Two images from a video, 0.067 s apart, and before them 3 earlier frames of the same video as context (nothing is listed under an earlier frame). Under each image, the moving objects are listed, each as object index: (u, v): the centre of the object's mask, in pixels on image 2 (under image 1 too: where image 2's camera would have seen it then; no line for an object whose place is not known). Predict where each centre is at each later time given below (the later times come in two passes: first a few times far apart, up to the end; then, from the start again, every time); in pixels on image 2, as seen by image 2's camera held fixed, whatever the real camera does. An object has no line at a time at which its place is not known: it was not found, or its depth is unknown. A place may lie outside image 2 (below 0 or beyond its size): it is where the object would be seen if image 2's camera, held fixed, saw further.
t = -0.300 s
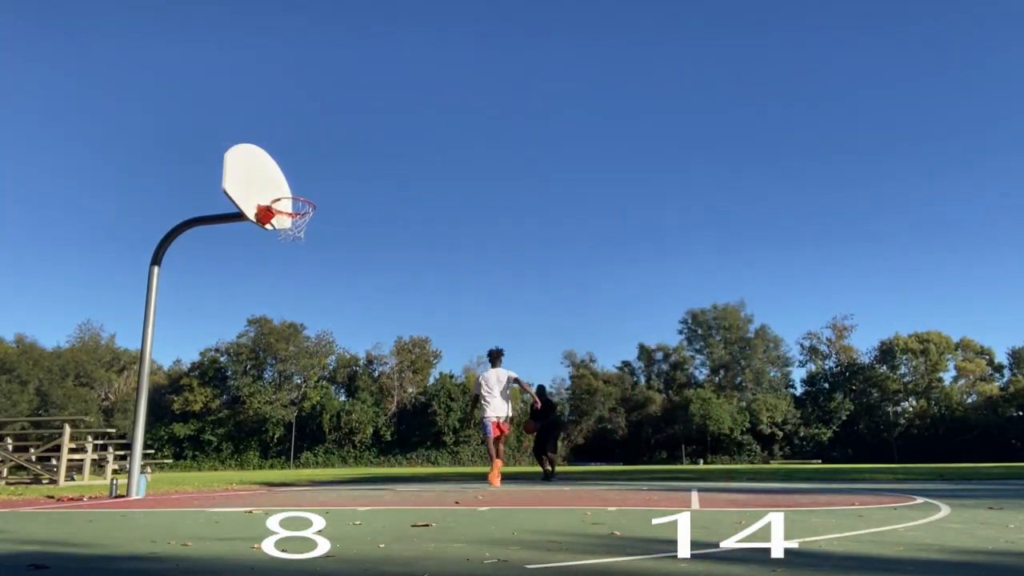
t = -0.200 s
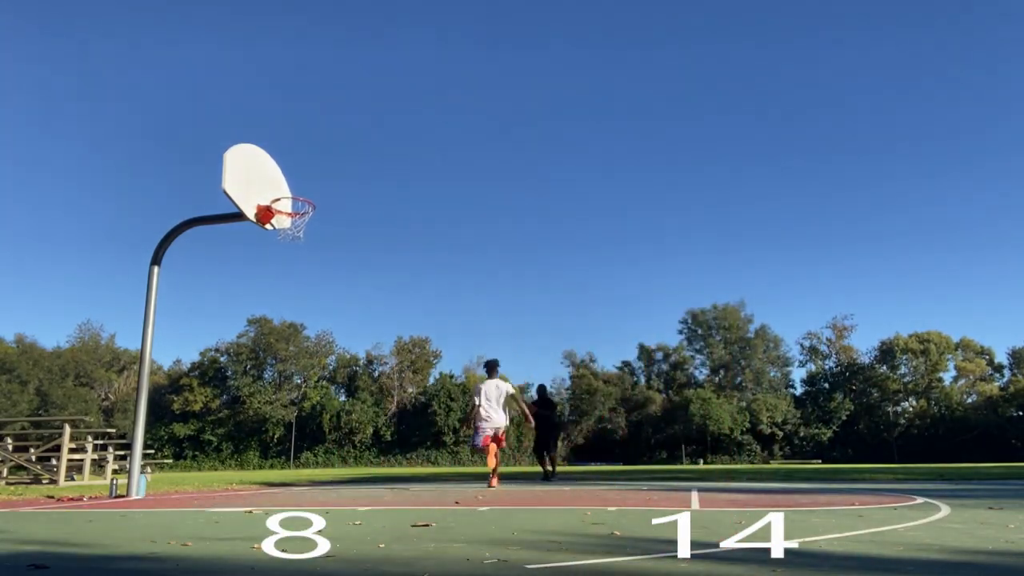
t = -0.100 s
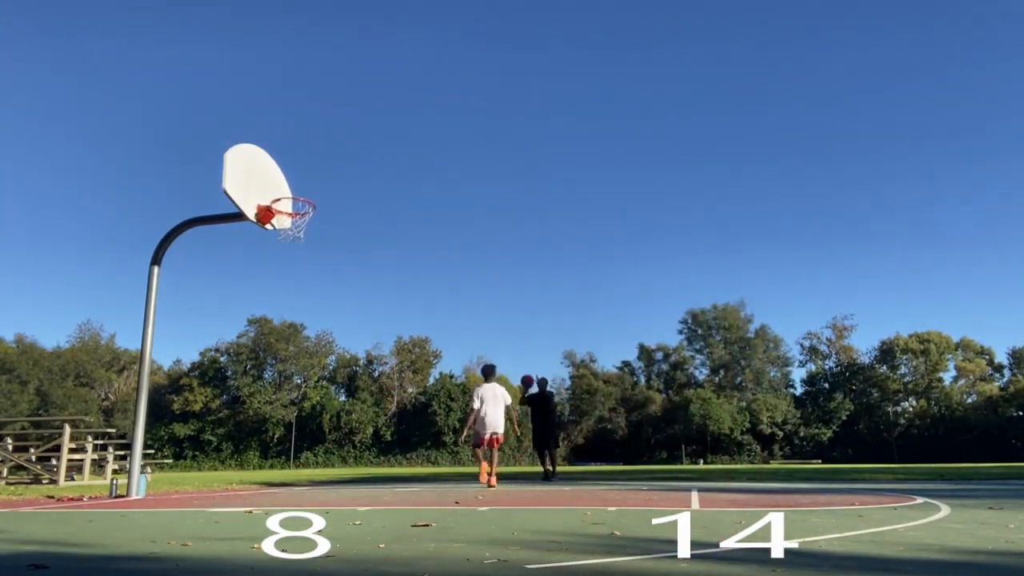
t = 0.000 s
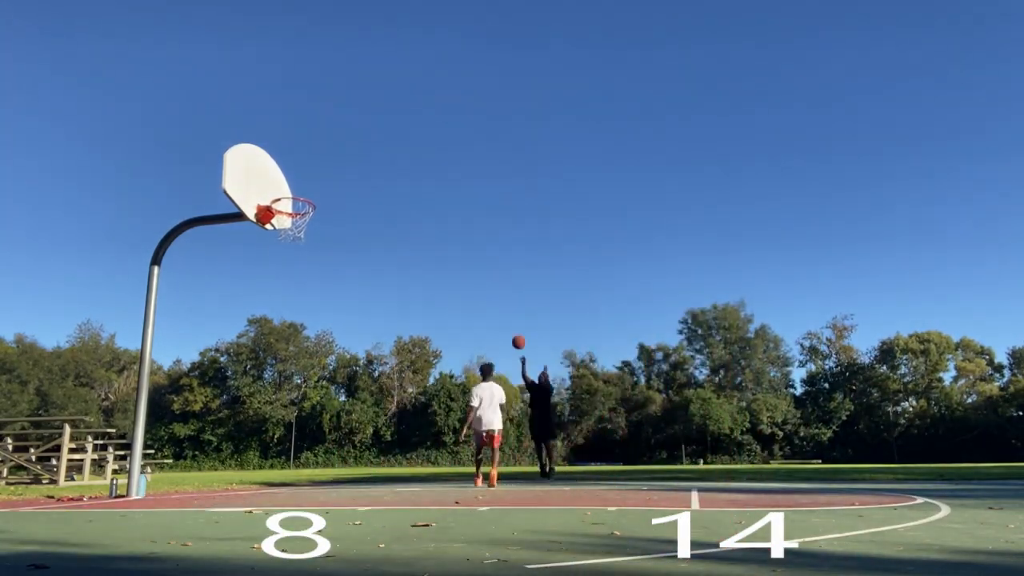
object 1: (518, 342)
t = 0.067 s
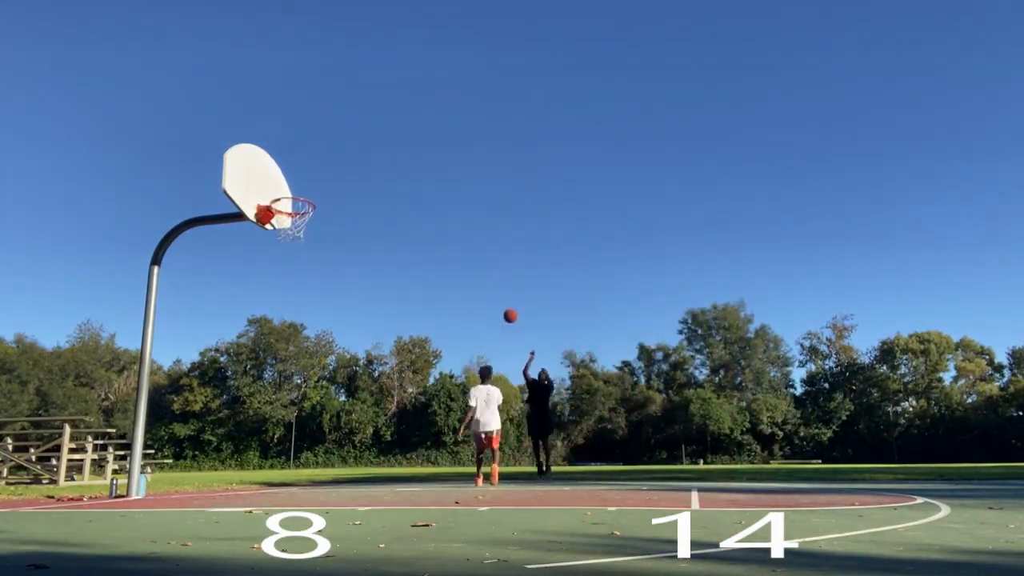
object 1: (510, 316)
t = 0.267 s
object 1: (484, 247)
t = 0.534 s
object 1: (444, 185)
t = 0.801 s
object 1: (398, 160)
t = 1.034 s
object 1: (349, 175)
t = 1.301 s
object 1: (328, 177)
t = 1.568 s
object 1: (354, 161)
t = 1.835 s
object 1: (377, 199)
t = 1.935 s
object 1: (385, 228)
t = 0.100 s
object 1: (506, 303)
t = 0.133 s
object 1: (502, 291)
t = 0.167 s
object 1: (497, 279)
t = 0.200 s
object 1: (493, 268)
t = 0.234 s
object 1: (488, 257)
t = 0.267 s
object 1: (484, 247)
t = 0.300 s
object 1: (479, 238)
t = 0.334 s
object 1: (474, 229)
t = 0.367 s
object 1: (470, 220)
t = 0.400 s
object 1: (465, 212)
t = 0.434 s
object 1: (460, 204)
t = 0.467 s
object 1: (455, 197)
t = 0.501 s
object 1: (450, 191)
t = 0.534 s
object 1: (444, 185)
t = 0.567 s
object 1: (439, 180)
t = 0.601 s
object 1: (434, 175)
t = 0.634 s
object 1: (428, 171)
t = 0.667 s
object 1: (423, 167)
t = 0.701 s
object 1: (417, 164)
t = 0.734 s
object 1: (411, 162)
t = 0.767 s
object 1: (405, 161)
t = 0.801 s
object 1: (398, 160)
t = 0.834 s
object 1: (392, 159)
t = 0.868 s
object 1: (385, 160)
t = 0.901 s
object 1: (379, 161)
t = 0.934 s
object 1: (372, 163)
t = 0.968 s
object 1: (364, 166)
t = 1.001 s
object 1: (357, 170)
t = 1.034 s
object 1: (349, 175)
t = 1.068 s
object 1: (341, 180)
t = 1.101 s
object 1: (333, 187)
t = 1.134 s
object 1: (324, 194)
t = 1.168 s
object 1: (317, 202)
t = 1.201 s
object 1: (318, 197)
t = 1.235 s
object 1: (321, 190)
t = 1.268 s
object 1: (325, 183)
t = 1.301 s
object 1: (328, 177)
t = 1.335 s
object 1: (332, 171)
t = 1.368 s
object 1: (335, 167)
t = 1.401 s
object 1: (338, 164)
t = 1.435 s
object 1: (341, 162)
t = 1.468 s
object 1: (344, 160)
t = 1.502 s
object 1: (348, 159)
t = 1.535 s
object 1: (351, 160)
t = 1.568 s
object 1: (354, 161)
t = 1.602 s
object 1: (357, 163)
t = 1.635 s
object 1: (359, 165)
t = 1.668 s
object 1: (362, 169)
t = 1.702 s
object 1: (365, 173)
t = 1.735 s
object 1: (368, 178)
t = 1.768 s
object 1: (371, 184)
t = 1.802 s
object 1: (374, 191)
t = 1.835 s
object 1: (377, 199)
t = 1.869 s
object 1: (380, 208)
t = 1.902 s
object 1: (382, 217)
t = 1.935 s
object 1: (385, 228)
